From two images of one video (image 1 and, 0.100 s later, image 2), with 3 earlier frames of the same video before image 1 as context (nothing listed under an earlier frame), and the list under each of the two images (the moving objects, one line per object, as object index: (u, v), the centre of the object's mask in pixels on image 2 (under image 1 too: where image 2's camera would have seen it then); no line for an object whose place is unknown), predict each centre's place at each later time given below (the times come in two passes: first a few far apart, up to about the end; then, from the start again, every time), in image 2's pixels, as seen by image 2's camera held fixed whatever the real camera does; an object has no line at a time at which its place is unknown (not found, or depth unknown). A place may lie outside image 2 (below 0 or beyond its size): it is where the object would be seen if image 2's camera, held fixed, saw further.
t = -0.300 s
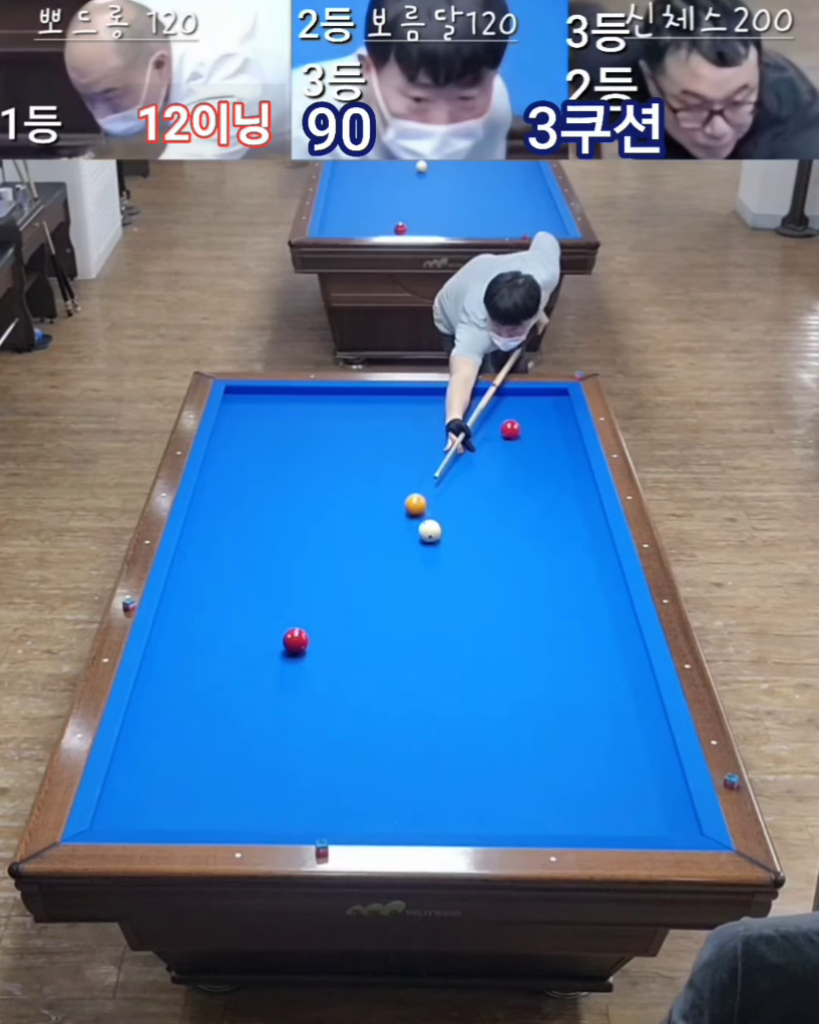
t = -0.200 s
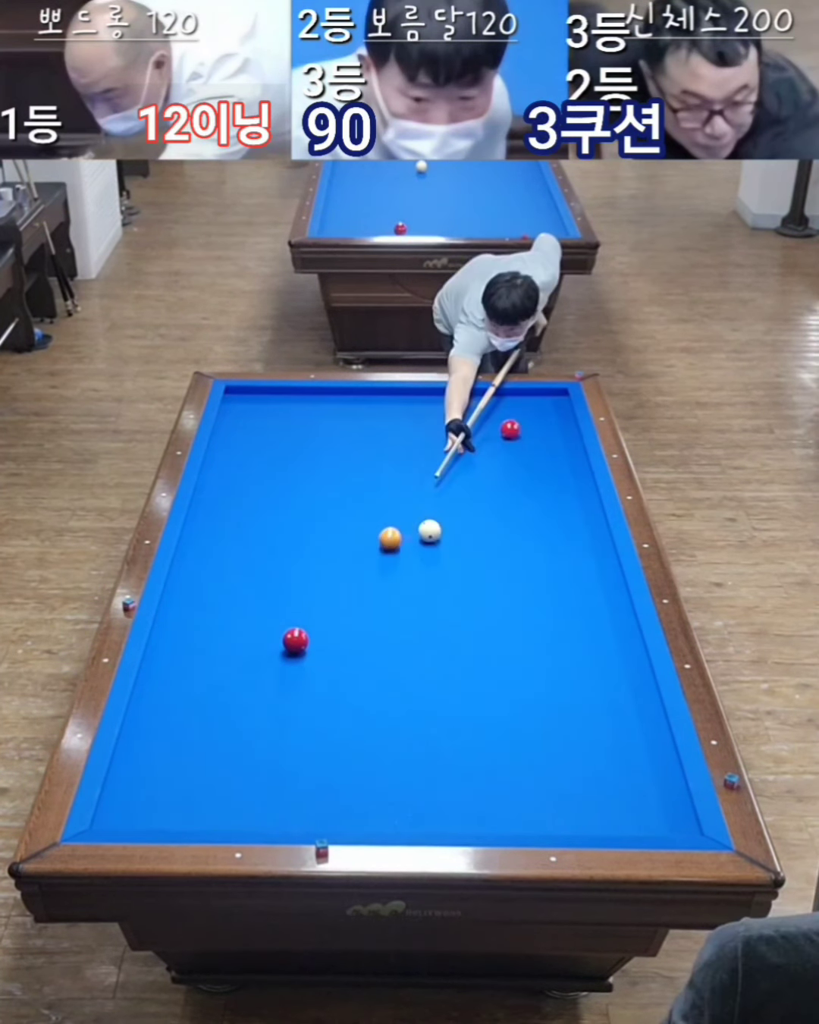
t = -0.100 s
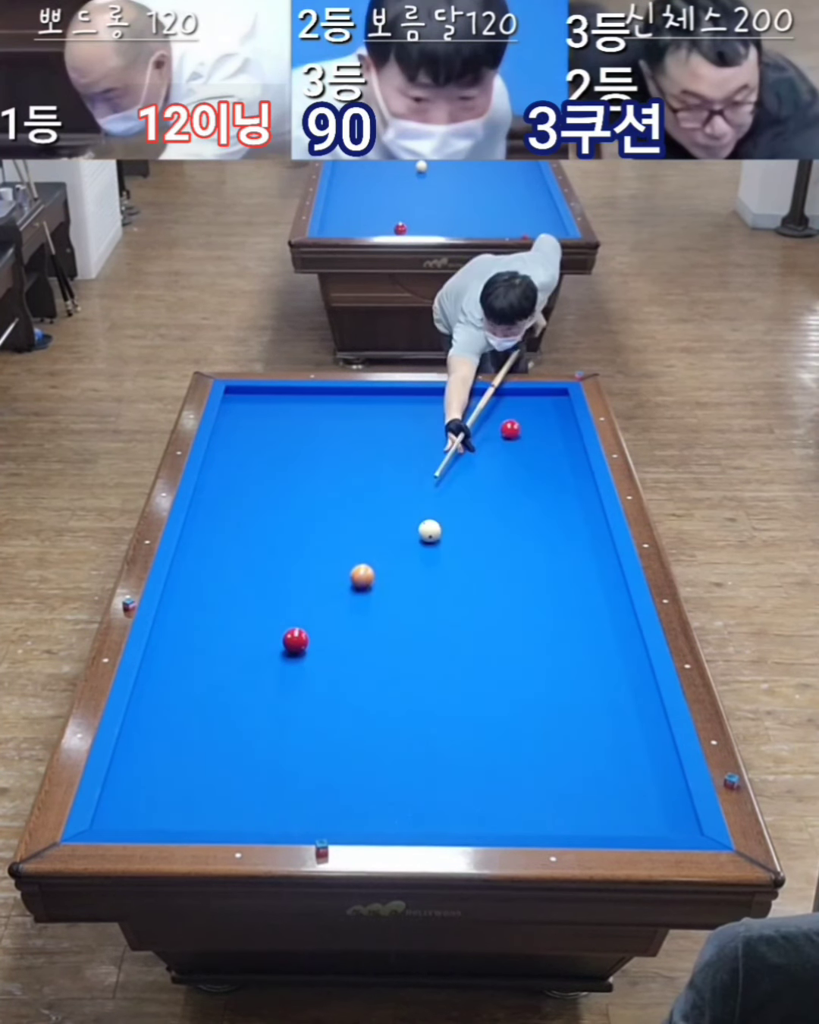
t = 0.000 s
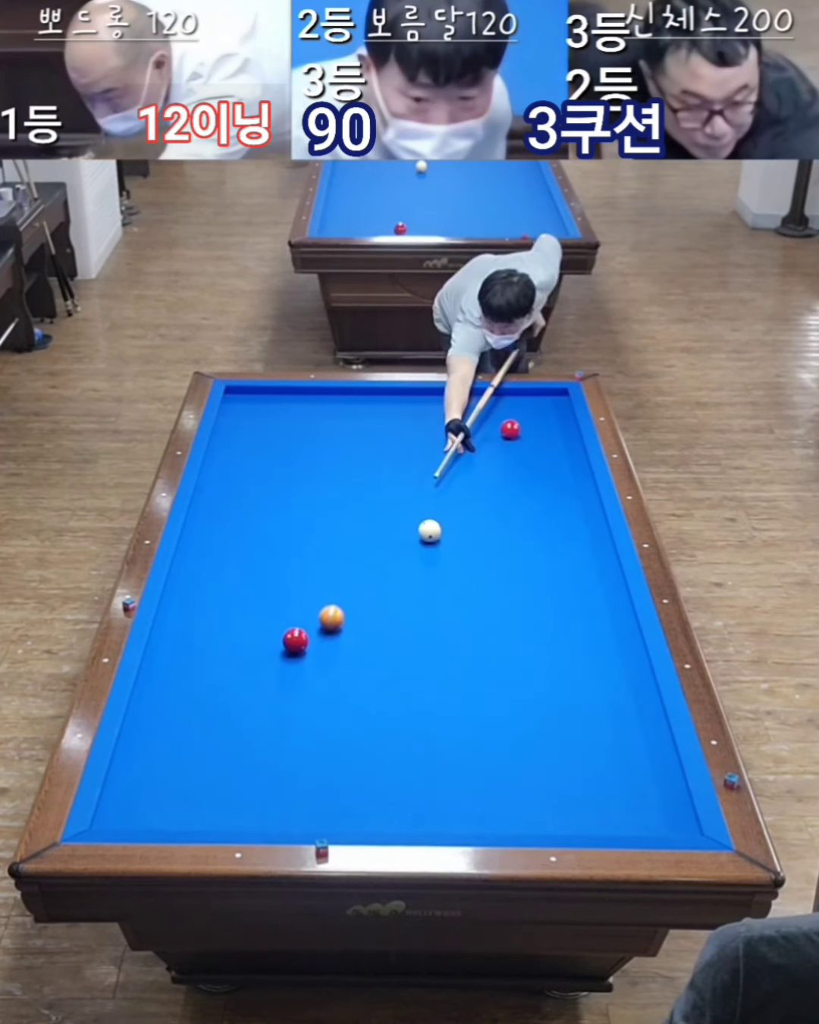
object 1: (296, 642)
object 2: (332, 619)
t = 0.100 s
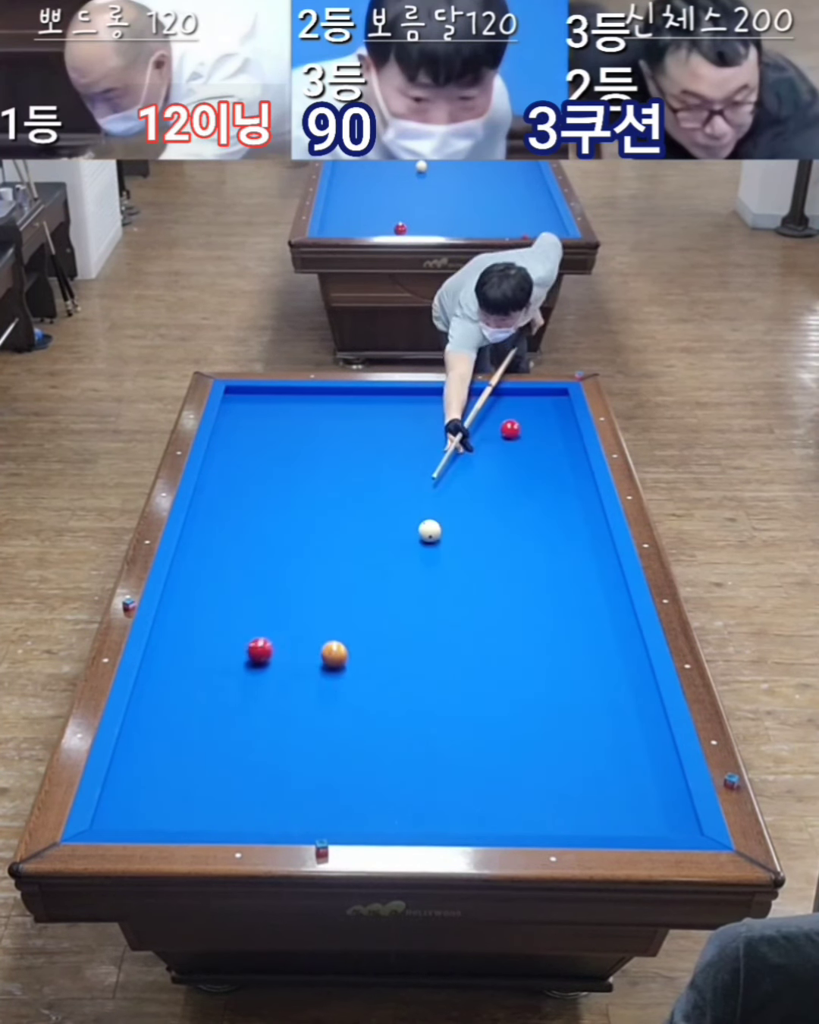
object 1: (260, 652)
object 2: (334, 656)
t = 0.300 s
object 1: (161, 678)
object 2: (365, 730)
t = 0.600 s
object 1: (208, 708)
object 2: (409, 795)
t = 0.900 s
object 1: (270, 740)
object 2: (450, 722)
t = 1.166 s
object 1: (326, 770)
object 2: (481, 668)
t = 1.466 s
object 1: (393, 804)
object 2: (511, 616)
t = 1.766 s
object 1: (459, 817)
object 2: (537, 571)
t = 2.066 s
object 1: (515, 800)
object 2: (561, 531)
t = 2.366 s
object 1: (568, 783)
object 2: (581, 497)
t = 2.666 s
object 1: (618, 768)
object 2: (572, 468)
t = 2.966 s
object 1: (664, 753)
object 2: (552, 444)
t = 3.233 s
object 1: (636, 738)
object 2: (536, 425)
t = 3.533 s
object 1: (608, 723)
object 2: (520, 404)
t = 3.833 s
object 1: (582, 708)
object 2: (505, 396)
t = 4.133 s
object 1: (558, 695)
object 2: (492, 406)
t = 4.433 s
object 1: (536, 683)
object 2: (479, 416)
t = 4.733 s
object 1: (515, 671)
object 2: (467, 426)
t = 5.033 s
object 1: (496, 662)
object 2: (454, 436)
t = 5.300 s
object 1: (481, 653)
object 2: (443, 444)
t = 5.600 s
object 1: (465, 644)
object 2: (430, 454)
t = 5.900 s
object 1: (450, 636)
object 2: (418, 463)
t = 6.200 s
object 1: (436, 629)
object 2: (406, 473)
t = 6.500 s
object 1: (425, 622)
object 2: (395, 482)
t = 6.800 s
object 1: (414, 616)
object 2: (383, 491)
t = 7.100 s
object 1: (403, 611)
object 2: (372, 499)
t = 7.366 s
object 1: (395, 607)
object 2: (363, 506)
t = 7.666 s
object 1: (387, 603)
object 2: (353, 515)
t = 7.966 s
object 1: (380, 600)
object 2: (343, 523)
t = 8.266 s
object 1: (375, 596)
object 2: (334, 530)
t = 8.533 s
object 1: (371, 594)
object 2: (326, 536)
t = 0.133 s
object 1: (242, 655)
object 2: (341, 666)
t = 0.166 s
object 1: (224, 660)
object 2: (347, 678)
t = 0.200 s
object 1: (207, 665)
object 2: (352, 690)
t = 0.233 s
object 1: (191, 670)
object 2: (357, 703)
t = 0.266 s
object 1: (176, 674)
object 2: (361, 717)
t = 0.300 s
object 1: (161, 678)
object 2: (365, 730)
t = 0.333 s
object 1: (148, 682)
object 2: (369, 744)
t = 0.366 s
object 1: (158, 685)
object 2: (374, 759)
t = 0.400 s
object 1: (166, 689)
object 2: (379, 774)
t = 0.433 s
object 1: (174, 692)
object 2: (383, 789)
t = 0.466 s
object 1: (182, 695)
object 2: (388, 805)
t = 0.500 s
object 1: (188, 699)
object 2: (393, 819)
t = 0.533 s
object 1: (195, 702)
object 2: (399, 818)
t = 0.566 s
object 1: (201, 705)
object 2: (404, 806)
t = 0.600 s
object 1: (208, 708)
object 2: (409, 795)
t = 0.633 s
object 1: (215, 712)
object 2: (414, 785)
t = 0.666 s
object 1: (222, 715)
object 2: (419, 775)
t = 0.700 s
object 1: (228, 719)
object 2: (424, 767)
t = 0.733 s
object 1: (235, 722)
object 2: (428, 759)
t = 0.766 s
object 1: (242, 726)
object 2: (433, 751)
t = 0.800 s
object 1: (249, 729)
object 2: (437, 744)
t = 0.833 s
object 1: (255, 733)
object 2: (441, 736)
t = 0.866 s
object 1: (262, 737)
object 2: (446, 729)
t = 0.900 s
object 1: (270, 740)
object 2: (450, 722)
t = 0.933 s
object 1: (276, 744)
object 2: (454, 715)
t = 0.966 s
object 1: (283, 747)
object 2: (458, 708)
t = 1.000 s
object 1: (290, 751)
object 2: (462, 701)
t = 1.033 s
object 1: (298, 755)
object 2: (466, 694)
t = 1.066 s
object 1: (304, 759)
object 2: (470, 688)
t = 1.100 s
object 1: (312, 762)
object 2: (474, 681)
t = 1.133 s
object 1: (319, 766)
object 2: (477, 675)
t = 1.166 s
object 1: (326, 770)
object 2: (481, 668)
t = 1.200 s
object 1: (333, 774)
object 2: (484, 662)
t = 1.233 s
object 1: (341, 777)
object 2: (488, 656)
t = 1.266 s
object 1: (348, 781)
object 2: (491, 650)
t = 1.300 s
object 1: (356, 785)
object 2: (495, 644)
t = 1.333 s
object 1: (363, 789)
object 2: (498, 639)
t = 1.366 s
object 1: (370, 793)
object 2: (501, 633)
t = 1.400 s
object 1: (378, 797)
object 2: (505, 627)
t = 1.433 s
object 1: (386, 800)
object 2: (508, 622)
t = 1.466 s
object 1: (393, 804)
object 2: (511, 616)
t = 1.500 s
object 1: (401, 808)
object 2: (514, 611)
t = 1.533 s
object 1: (409, 812)
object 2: (517, 606)
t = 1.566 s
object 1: (416, 816)
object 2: (520, 601)
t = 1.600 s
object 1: (424, 818)
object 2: (523, 596)
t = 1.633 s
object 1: (431, 821)
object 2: (526, 591)
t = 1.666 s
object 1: (439, 821)
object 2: (529, 586)
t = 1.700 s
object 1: (446, 819)
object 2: (532, 581)
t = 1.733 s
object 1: (452, 818)
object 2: (534, 576)
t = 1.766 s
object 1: (459, 817)
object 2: (537, 571)
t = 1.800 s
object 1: (465, 815)
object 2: (540, 566)
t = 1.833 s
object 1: (471, 813)
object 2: (543, 562)
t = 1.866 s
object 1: (478, 811)
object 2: (545, 557)
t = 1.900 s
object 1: (484, 809)
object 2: (548, 553)
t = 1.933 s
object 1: (490, 807)
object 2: (550, 548)
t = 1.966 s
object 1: (497, 805)
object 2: (553, 544)
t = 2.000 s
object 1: (503, 803)
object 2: (555, 540)
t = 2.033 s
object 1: (509, 802)
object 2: (558, 536)
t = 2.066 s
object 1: (515, 800)
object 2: (561, 531)
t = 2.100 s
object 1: (521, 798)
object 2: (563, 527)
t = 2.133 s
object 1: (527, 796)
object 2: (565, 523)
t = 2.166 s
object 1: (533, 794)
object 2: (568, 520)
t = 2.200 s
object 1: (539, 793)
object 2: (570, 515)
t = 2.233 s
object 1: (545, 791)
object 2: (572, 511)
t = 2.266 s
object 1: (551, 789)
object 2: (574, 508)
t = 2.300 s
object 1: (557, 787)
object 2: (577, 504)
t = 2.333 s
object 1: (563, 785)
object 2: (579, 500)
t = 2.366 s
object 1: (568, 783)
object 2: (581, 497)
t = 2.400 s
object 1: (574, 781)
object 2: (583, 493)
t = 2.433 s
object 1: (579, 780)
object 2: (585, 489)
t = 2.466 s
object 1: (585, 778)
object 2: (586, 486)
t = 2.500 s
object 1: (591, 776)
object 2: (583, 483)
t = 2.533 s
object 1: (596, 774)
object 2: (582, 480)
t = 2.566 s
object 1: (602, 773)
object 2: (579, 477)
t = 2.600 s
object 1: (607, 771)
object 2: (577, 474)
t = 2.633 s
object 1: (613, 769)
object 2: (575, 471)
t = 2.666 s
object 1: (618, 768)
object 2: (572, 468)
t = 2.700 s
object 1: (624, 766)
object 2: (570, 465)
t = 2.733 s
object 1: (629, 764)
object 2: (568, 463)
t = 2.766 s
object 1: (634, 763)
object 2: (565, 460)
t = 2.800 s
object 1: (639, 761)
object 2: (563, 457)
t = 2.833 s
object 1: (644, 759)
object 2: (561, 454)
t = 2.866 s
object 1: (649, 758)
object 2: (559, 452)
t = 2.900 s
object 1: (654, 756)
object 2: (557, 449)
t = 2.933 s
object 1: (660, 755)
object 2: (555, 446)
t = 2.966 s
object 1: (664, 753)
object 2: (552, 444)
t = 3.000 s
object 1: (659, 751)
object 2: (550, 441)
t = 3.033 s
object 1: (656, 749)
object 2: (549, 439)
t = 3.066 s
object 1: (652, 747)
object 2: (546, 436)
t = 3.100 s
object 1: (649, 745)
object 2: (545, 434)
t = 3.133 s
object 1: (646, 743)
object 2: (542, 432)
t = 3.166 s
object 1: (642, 741)
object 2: (540, 429)
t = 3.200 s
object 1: (639, 740)
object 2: (538, 427)
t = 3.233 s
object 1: (636, 738)
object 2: (536, 425)
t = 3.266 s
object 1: (633, 736)
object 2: (535, 422)
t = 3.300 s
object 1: (629, 735)
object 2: (533, 420)
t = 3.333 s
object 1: (626, 733)
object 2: (531, 418)
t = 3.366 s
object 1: (623, 731)
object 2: (529, 415)
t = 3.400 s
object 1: (620, 730)
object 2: (527, 413)
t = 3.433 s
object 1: (617, 728)
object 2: (525, 411)
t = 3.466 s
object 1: (614, 726)
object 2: (524, 409)
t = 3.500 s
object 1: (611, 724)
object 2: (522, 407)
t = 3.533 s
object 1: (608, 723)
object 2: (520, 404)
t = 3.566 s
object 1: (605, 721)
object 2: (518, 402)
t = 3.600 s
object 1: (602, 720)
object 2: (517, 400)
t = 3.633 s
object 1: (599, 718)
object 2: (515, 398)
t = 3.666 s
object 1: (596, 716)
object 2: (513, 396)
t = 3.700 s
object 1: (593, 714)
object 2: (511, 394)
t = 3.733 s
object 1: (590, 713)
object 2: (510, 393)
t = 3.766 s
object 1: (588, 711)
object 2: (508, 394)
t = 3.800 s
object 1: (585, 710)
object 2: (507, 395)
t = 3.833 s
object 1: (582, 708)
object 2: (505, 396)
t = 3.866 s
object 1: (579, 707)
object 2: (504, 397)
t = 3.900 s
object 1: (576, 705)
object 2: (503, 398)
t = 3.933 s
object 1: (574, 704)
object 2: (501, 400)
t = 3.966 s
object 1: (571, 703)
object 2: (500, 401)
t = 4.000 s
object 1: (568, 701)
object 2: (498, 402)
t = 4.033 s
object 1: (566, 699)
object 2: (497, 403)
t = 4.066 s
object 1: (563, 698)
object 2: (495, 404)
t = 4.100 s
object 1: (561, 696)
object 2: (494, 405)
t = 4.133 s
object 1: (558, 695)
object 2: (492, 406)
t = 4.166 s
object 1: (555, 694)
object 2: (491, 407)
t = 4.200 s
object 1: (553, 692)
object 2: (489, 408)
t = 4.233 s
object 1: (550, 691)
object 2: (488, 410)
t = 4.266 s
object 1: (548, 689)
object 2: (487, 410)
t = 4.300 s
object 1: (546, 688)
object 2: (485, 412)
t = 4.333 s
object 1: (543, 687)
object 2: (484, 413)
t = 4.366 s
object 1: (541, 685)
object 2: (482, 414)
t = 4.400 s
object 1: (538, 684)
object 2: (481, 415)
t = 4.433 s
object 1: (536, 683)
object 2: (479, 416)
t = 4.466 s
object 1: (534, 682)
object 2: (478, 417)
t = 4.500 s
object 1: (531, 680)
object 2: (476, 418)
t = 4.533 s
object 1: (529, 679)
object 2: (475, 419)
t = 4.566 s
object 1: (526, 678)
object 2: (474, 421)
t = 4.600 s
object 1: (524, 676)
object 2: (472, 422)
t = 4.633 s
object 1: (522, 675)
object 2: (471, 423)
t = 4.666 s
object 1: (520, 674)
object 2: (470, 424)
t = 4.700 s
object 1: (518, 673)
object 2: (468, 425)
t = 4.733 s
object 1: (515, 671)
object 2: (467, 426)
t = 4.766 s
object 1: (513, 671)
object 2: (465, 427)
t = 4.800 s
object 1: (511, 669)
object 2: (464, 428)
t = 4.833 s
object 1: (509, 668)
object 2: (462, 429)
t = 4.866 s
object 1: (507, 667)
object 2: (461, 430)
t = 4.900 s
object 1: (505, 666)
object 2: (459, 432)
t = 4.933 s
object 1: (502, 665)
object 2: (458, 433)
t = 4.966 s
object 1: (500, 664)
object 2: (456, 434)
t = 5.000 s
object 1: (499, 663)
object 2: (455, 435)
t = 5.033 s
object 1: (496, 662)
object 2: (454, 436)
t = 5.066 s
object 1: (494, 660)
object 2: (453, 437)
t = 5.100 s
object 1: (492, 659)
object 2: (451, 438)
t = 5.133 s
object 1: (491, 658)
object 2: (450, 439)
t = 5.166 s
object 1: (489, 657)
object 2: (448, 440)
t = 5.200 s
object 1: (487, 656)
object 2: (447, 441)
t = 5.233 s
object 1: (485, 655)
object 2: (445, 442)
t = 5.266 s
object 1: (483, 654)
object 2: (444, 443)
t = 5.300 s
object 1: (481, 653)
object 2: (443, 444)
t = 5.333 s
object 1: (479, 652)
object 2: (441, 446)
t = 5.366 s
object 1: (477, 651)
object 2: (440, 447)
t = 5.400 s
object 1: (475, 650)
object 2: (439, 448)
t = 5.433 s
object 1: (474, 649)
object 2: (437, 449)
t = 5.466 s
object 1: (472, 648)
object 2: (436, 450)
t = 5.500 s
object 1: (470, 647)
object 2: (435, 451)
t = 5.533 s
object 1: (468, 646)
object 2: (433, 452)
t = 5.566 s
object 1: (467, 645)
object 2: (432, 453)
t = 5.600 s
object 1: (465, 644)
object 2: (430, 454)
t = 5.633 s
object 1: (463, 643)
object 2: (429, 455)
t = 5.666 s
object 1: (462, 642)
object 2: (428, 456)
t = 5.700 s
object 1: (460, 641)
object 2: (427, 457)
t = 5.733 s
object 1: (458, 640)
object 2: (425, 458)
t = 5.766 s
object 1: (457, 640)
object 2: (424, 459)
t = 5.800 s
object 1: (455, 639)
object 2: (422, 460)
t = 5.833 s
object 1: (453, 638)
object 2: (421, 461)
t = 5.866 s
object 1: (451, 637)
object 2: (420, 462)
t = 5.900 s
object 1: (450, 636)
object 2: (418, 463)
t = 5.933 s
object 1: (449, 636)
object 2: (417, 464)
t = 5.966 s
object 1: (447, 635)
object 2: (416, 465)
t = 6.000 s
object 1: (445, 634)
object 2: (414, 466)
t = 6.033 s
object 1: (444, 633)
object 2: (413, 467)
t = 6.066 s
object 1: (442, 632)
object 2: (412, 468)
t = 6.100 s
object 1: (441, 631)
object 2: (410, 469)
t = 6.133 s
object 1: (439, 631)
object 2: (409, 470)
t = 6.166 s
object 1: (438, 630)
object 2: (408, 471)
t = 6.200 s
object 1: (436, 629)
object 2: (406, 473)
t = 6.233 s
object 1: (435, 628)
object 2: (405, 474)
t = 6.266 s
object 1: (434, 627)
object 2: (404, 475)
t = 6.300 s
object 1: (432, 626)
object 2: (403, 476)
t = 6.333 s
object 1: (431, 626)
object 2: (401, 477)
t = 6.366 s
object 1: (430, 625)
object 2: (400, 478)
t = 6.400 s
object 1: (428, 624)
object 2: (399, 479)
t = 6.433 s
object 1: (427, 624)
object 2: (397, 480)
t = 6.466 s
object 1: (426, 623)
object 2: (396, 480)
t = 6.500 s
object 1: (425, 622)
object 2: (395, 482)
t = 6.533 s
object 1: (423, 622)
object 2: (394, 482)
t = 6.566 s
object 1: (422, 621)
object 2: (392, 484)
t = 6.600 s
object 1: (421, 620)
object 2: (391, 485)
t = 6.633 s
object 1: (419, 620)
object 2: (390, 486)
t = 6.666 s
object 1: (418, 619)
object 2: (388, 487)
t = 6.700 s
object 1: (417, 618)
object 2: (387, 488)
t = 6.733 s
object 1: (416, 618)
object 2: (386, 488)
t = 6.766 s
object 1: (415, 617)
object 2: (384, 489)
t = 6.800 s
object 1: (414, 616)
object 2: (383, 491)
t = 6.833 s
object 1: (412, 616)
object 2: (382, 491)
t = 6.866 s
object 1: (411, 615)
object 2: (381, 492)
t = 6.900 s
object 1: (410, 615)
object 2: (379, 493)
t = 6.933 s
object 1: (409, 614)
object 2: (378, 494)
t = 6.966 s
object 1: (408, 614)
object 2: (377, 495)
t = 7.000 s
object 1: (407, 613)
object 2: (376, 496)
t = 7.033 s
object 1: (406, 613)
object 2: (375, 497)
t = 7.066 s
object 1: (404, 612)
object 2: (373, 498)
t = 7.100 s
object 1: (403, 611)
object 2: (372, 499)
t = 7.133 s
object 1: (403, 611)
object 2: (371, 500)
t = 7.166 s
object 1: (401, 610)
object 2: (370, 501)
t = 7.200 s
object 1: (401, 609)
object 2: (368, 502)
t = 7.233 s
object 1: (400, 609)
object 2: (367, 503)
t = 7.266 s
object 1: (399, 608)
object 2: (366, 504)
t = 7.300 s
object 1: (398, 608)
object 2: (365, 505)
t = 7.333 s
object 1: (397, 607)
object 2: (364, 506)
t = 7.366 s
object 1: (395, 607)
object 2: (363, 506)
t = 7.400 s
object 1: (395, 606)
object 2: (362, 508)
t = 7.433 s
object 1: (394, 606)
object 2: (360, 509)
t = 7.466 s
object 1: (393, 606)
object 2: (359, 509)
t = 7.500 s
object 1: (392, 606)
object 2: (358, 510)
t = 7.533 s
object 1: (391, 605)
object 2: (357, 511)
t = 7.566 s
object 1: (390, 605)
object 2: (356, 512)
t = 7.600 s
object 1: (389, 604)
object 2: (355, 513)
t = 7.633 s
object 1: (388, 604)
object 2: (354, 514)
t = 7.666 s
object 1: (387, 603)
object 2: (353, 515)
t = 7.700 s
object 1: (387, 603)
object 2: (352, 516)
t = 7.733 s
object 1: (386, 602)
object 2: (350, 517)
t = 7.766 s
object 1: (385, 602)
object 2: (349, 517)
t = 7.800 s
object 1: (384, 601)
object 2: (348, 518)
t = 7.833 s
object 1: (383, 601)
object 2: (347, 519)
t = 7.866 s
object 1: (383, 601)
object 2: (346, 520)
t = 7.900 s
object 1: (382, 600)
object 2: (345, 521)
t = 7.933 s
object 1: (381, 600)
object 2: (344, 522)
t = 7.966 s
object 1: (380, 600)
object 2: (343, 523)
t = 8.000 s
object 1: (380, 599)
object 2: (342, 523)
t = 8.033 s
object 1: (379, 599)
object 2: (341, 524)
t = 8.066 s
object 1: (378, 599)
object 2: (340, 525)
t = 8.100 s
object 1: (378, 598)
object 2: (339, 526)
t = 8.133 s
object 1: (377, 598)
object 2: (338, 527)
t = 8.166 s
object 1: (377, 598)
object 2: (337, 527)
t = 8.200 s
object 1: (376, 597)
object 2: (336, 528)
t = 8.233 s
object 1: (376, 597)
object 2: (335, 529)
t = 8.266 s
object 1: (375, 596)
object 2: (334, 530)
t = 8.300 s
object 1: (374, 596)
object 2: (333, 531)
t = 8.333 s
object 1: (374, 595)
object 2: (332, 531)
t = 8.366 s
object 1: (373, 595)
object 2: (331, 532)
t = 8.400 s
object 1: (373, 595)
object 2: (330, 533)
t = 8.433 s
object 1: (372, 595)
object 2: (329, 534)
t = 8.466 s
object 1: (372, 594)
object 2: (328, 535)
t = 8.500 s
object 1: (372, 594)
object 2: (327, 535)
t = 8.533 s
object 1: (371, 594)
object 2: (326, 536)
